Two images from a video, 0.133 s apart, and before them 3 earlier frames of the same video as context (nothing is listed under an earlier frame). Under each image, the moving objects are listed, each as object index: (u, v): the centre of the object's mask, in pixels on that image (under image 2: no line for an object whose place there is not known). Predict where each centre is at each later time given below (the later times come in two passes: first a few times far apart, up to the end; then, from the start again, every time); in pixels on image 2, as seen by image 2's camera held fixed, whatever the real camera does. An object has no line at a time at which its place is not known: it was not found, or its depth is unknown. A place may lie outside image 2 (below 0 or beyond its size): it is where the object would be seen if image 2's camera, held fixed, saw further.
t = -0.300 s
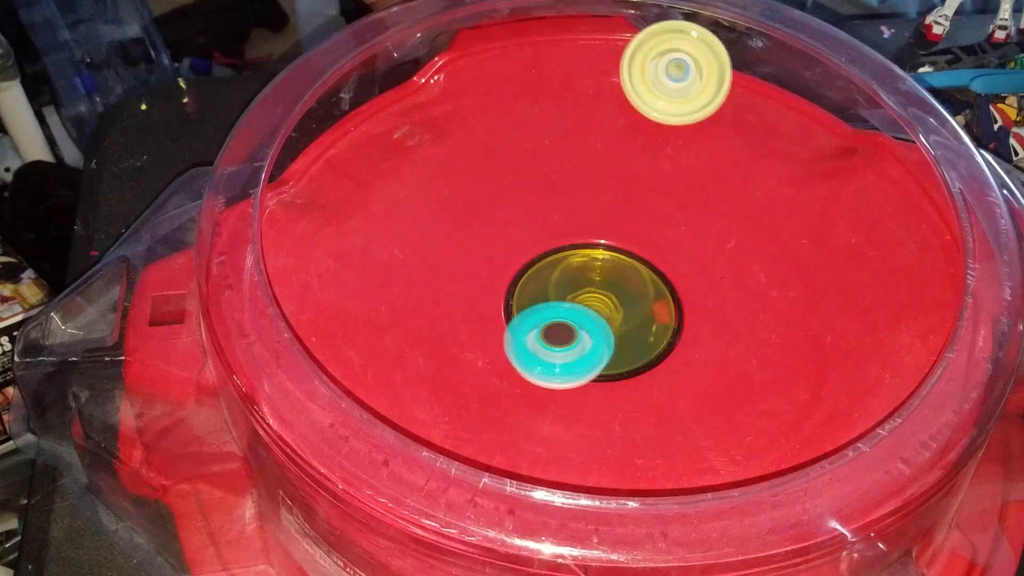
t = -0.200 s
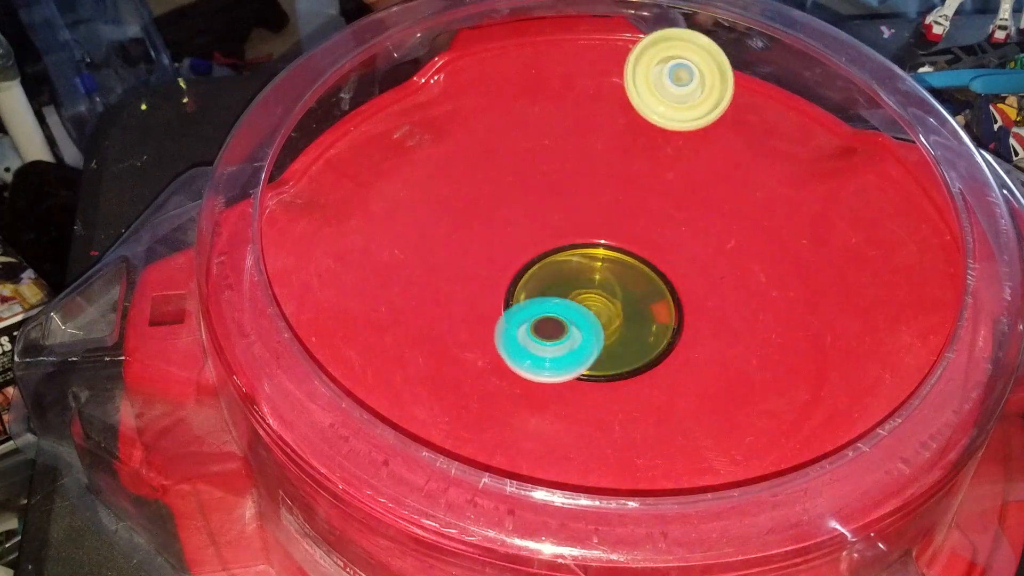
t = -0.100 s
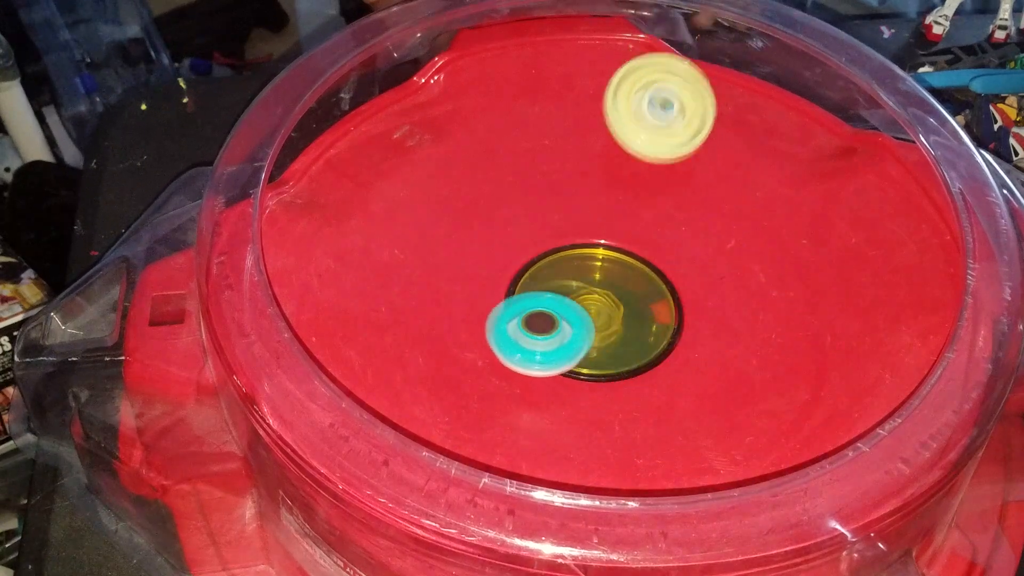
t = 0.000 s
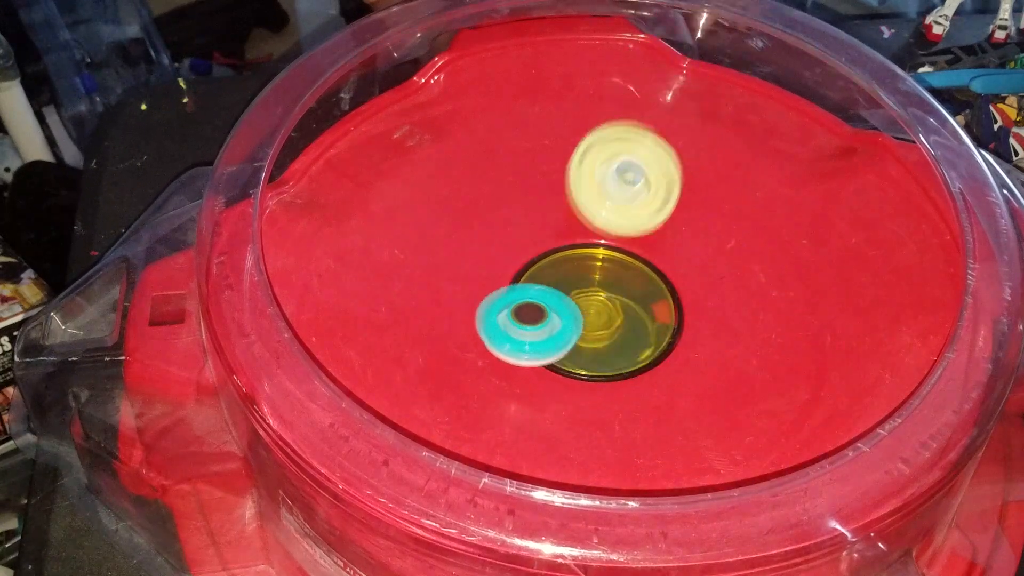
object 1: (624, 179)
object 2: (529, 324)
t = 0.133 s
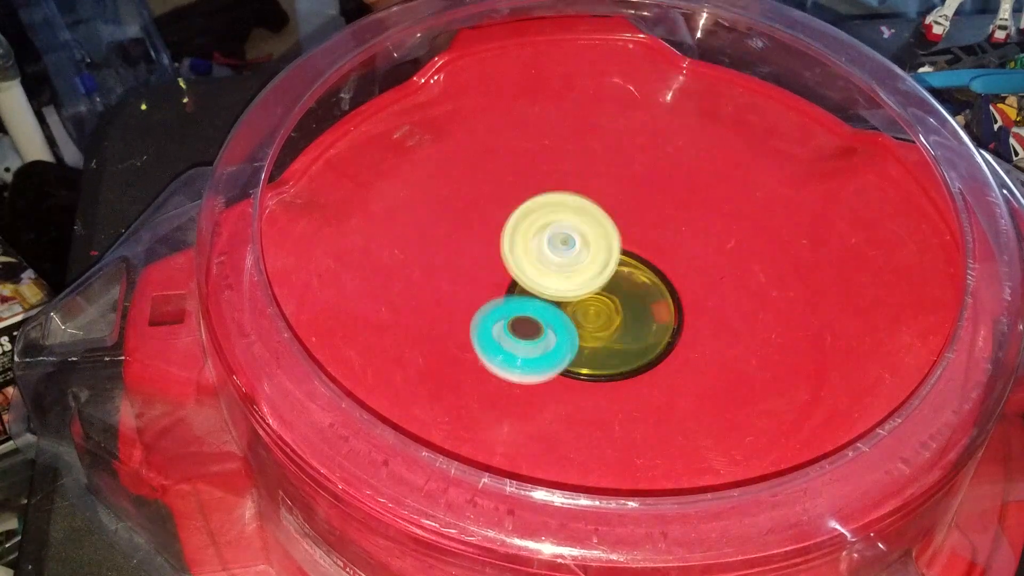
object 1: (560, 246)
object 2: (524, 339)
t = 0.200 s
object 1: (530, 254)
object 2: (522, 352)
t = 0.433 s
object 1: (526, 279)
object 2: (580, 376)
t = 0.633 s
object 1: (584, 294)
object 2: (674, 385)
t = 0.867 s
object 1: (609, 293)
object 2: (773, 362)
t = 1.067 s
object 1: (617, 286)
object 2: (759, 307)
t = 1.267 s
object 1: (592, 276)
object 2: (712, 271)
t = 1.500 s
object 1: (595, 305)
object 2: (669, 241)
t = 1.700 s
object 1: (651, 330)
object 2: (551, 242)
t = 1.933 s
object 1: (650, 251)
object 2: (507, 337)
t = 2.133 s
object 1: (548, 264)
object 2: (545, 383)
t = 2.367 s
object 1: (633, 309)
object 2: (628, 412)
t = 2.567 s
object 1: (603, 238)
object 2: (677, 377)
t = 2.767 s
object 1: (551, 299)
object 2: (676, 325)
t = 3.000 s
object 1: (589, 324)
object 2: (683, 271)
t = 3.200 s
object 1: (607, 341)
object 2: (636, 228)
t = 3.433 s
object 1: (649, 328)
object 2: (562, 226)
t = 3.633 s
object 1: (629, 248)
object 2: (520, 258)
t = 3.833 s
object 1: (594, 263)
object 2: (469, 342)
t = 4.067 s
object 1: (589, 275)
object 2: (485, 390)
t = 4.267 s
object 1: (602, 294)
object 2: (545, 400)
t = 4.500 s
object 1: (612, 253)
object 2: (598, 356)
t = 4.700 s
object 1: (540, 250)
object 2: (657, 327)
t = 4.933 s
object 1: (541, 314)
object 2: (639, 235)
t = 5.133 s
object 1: (655, 301)
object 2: (592, 223)
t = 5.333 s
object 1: (617, 256)
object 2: (499, 190)
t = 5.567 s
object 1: (579, 276)
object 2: (474, 224)
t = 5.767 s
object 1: (617, 279)
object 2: (500, 269)
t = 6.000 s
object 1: (550, 269)
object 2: (436, 325)
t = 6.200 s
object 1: (601, 309)
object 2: (434, 345)
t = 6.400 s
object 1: (603, 257)
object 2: (430, 351)
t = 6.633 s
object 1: (576, 322)
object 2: (430, 331)
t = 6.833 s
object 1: (651, 282)
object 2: (474, 307)
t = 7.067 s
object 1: (552, 271)
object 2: (434, 317)
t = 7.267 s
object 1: (616, 310)
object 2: (473, 343)
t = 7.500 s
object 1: (589, 241)
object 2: (536, 361)
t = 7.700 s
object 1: (578, 292)
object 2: (593, 435)
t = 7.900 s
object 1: (609, 294)
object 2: (647, 455)
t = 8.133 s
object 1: (601, 270)
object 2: (646, 438)
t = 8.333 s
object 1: (600, 297)
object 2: (613, 418)
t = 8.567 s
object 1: (616, 261)
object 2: (600, 383)
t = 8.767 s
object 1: (569, 272)
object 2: (626, 363)
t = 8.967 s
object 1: (573, 284)
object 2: (696, 396)
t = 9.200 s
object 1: (606, 315)
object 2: (727, 381)
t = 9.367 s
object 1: (648, 313)
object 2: (740, 359)
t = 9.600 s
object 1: (640, 280)
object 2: (728, 326)
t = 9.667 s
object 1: (638, 281)
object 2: (729, 317)
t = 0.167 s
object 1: (547, 250)
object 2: (523, 346)
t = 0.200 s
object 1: (530, 254)
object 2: (522, 352)
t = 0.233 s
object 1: (519, 252)
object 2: (522, 361)
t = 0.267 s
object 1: (519, 252)
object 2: (527, 367)
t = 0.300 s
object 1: (522, 255)
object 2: (535, 372)
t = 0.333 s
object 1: (525, 261)
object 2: (545, 373)
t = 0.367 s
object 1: (526, 269)
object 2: (555, 372)
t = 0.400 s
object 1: (526, 278)
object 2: (565, 370)
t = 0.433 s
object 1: (526, 279)
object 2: (580, 376)
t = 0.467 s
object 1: (536, 282)
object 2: (594, 376)
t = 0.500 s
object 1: (547, 287)
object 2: (606, 374)
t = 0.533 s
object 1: (553, 290)
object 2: (620, 374)
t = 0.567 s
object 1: (560, 294)
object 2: (633, 371)
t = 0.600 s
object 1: (571, 297)
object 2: (652, 379)
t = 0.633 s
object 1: (584, 294)
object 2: (674, 385)
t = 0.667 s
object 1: (590, 292)
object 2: (697, 388)
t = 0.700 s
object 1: (594, 292)
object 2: (717, 387)
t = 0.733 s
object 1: (597, 294)
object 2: (731, 384)
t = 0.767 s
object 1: (599, 296)
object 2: (744, 380)
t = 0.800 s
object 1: (603, 292)
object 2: (755, 375)
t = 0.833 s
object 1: (607, 292)
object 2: (765, 369)
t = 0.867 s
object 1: (609, 293)
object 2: (773, 362)
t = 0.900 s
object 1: (610, 291)
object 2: (778, 353)
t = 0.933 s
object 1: (612, 290)
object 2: (780, 343)
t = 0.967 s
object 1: (611, 290)
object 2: (778, 334)
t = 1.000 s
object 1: (612, 291)
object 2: (774, 325)
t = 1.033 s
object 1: (614, 289)
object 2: (768, 315)
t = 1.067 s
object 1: (617, 286)
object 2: (759, 307)
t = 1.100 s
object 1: (616, 282)
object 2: (748, 300)
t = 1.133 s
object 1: (614, 279)
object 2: (737, 294)
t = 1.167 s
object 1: (609, 276)
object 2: (727, 288)
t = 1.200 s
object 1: (595, 274)
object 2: (726, 283)
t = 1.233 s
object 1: (588, 274)
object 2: (717, 277)
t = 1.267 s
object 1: (592, 276)
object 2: (712, 271)
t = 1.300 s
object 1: (584, 279)
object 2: (719, 266)
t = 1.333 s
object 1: (590, 274)
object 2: (717, 261)
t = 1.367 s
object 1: (589, 273)
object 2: (711, 254)
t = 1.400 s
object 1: (586, 276)
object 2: (702, 249)
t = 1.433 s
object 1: (584, 285)
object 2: (691, 244)
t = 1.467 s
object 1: (588, 295)
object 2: (680, 242)
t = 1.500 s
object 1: (595, 305)
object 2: (669, 241)
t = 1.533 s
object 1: (600, 312)
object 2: (656, 240)
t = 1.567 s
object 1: (608, 319)
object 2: (644, 237)
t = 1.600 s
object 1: (620, 326)
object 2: (627, 233)
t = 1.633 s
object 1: (631, 328)
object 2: (604, 231)
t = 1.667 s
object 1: (642, 331)
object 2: (578, 234)
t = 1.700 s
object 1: (651, 330)
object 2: (551, 242)
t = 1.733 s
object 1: (658, 326)
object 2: (526, 257)
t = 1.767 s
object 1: (662, 317)
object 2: (507, 275)
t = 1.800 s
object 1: (670, 308)
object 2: (503, 293)
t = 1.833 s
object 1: (670, 293)
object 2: (505, 307)
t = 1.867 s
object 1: (671, 280)
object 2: (506, 319)
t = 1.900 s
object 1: (662, 265)
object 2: (506, 328)
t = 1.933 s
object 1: (650, 251)
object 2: (507, 337)
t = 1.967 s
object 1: (632, 241)
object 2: (510, 346)
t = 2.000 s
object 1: (611, 235)
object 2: (515, 354)
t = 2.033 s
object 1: (591, 235)
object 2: (520, 362)
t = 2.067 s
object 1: (572, 240)
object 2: (527, 370)
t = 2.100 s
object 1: (557, 250)
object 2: (535, 377)
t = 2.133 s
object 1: (548, 264)
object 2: (545, 383)
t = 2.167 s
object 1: (544, 280)
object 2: (555, 388)
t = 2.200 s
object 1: (551, 296)
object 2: (567, 392)
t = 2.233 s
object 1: (561, 305)
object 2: (579, 401)
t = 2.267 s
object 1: (579, 310)
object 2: (591, 406)
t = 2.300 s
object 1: (598, 314)
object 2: (603, 410)
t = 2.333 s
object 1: (616, 316)
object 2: (615, 412)
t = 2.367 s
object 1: (633, 309)
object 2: (628, 412)
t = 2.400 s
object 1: (646, 298)
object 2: (639, 411)
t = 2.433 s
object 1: (652, 284)
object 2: (651, 407)
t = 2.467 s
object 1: (649, 267)
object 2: (660, 402)
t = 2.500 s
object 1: (638, 253)
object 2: (667, 395)
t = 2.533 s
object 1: (623, 243)
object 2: (673, 386)
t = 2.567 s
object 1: (603, 238)
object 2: (677, 377)
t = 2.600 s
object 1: (582, 238)
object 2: (679, 368)
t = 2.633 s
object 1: (563, 244)
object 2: (680, 358)
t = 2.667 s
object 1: (549, 255)
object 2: (680, 349)
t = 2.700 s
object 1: (541, 269)
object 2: (678, 339)
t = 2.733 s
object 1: (544, 285)
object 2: (675, 330)
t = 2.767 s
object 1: (551, 299)
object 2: (676, 325)
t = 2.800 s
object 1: (563, 312)
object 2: (681, 325)
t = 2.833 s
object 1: (570, 312)
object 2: (693, 316)
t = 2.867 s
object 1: (574, 310)
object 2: (698, 307)
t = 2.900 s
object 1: (577, 312)
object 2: (698, 297)
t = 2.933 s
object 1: (582, 316)
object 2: (696, 288)
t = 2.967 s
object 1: (585, 320)
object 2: (689, 280)
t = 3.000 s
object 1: (589, 324)
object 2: (683, 271)
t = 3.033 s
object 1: (592, 326)
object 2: (677, 263)
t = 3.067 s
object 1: (595, 330)
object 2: (670, 254)
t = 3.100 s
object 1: (598, 332)
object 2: (663, 246)
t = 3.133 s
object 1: (601, 335)
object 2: (655, 239)
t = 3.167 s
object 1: (604, 338)
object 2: (648, 233)
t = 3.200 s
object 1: (607, 341)
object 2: (636, 228)
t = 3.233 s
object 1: (611, 345)
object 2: (626, 225)
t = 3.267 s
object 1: (616, 348)
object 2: (614, 223)
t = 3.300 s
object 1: (621, 350)
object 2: (603, 221)
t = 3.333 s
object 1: (625, 345)
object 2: (593, 220)
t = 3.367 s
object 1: (631, 342)
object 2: (582, 221)
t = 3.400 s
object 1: (640, 337)
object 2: (572, 224)
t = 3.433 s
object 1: (649, 328)
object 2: (562, 226)
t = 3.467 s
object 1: (659, 315)
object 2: (553, 229)
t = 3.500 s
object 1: (667, 303)
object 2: (545, 232)
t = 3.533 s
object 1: (664, 285)
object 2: (538, 236)
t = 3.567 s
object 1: (659, 270)
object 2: (531, 243)
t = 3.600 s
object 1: (649, 256)
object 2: (524, 249)
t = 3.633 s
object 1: (629, 248)
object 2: (520, 258)
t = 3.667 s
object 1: (614, 242)
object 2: (514, 273)
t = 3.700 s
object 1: (598, 247)
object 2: (504, 290)
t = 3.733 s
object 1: (595, 252)
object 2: (490, 307)
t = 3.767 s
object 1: (595, 256)
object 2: (477, 323)
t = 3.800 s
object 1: (594, 260)
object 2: (472, 334)
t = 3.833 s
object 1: (594, 263)
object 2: (469, 342)
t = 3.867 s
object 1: (593, 265)
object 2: (468, 349)
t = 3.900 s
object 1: (594, 267)
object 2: (469, 356)
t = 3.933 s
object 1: (594, 268)
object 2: (470, 363)
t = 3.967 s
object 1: (591, 270)
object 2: (472, 370)
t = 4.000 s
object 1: (590, 271)
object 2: (475, 377)
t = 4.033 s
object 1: (590, 274)
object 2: (479, 383)
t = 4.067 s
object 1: (589, 275)
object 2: (485, 390)
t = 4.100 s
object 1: (589, 277)
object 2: (492, 396)
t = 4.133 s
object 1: (588, 280)
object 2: (501, 400)
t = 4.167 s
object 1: (586, 283)
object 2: (511, 403)
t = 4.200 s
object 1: (587, 287)
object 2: (523, 404)
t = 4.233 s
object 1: (593, 291)
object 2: (534, 403)
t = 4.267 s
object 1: (602, 294)
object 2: (545, 400)
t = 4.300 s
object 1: (612, 292)
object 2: (555, 395)
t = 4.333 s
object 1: (618, 287)
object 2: (564, 389)
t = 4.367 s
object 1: (623, 281)
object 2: (572, 383)
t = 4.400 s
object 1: (625, 274)
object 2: (579, 377)
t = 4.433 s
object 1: (622, 267)
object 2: (586, 370)
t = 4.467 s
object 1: (618, 260)
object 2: (592, 363)
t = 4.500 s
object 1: (612, 253)
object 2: (598, 356)
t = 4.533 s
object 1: (604, 247)
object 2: (602, 354)
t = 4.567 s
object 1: (595, 244)
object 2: (602, 352)
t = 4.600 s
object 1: (582, 241)
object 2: (608, 349)
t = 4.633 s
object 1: (568, 241)
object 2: (620, 346)
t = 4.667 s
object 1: (554, 244)
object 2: (637, 338)
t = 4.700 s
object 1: (540, 250)
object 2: (657, 327)
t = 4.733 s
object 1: (531, 258)
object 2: (675, 310)
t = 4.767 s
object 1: (523, 268)
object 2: (686, 287)
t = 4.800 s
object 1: (517, 279)
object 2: (688, 266)
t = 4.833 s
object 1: (516, 288)
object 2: (679, 249)
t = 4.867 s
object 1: (520, 297)
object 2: (667, 240)
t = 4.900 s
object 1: (530, 305)
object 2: (652, 237)
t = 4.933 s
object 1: (541, 314)
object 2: (639, 235)
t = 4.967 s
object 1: (558, 321)
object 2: (628, 229)
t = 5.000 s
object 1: (577, 328)
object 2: (621, 225)
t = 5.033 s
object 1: (601, 331)
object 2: (612, 224)
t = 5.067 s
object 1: (623, 325)
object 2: (605, 224)
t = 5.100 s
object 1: (642, 316)
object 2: (599, 222)
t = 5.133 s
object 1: (655, 301)
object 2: (592, 223)
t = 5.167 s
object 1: (658, 282)
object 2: (583, 223)
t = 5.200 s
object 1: (655, 271)
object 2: (567, 217)
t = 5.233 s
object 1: (639, 268)
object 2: (542, 204)
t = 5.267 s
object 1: (629, 266)
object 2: (521, 194)
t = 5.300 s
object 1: (623, 261)
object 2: (507, 190)
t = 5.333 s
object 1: (617, 256)
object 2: (499, 190)
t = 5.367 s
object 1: (609, 255)
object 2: (492, 191)
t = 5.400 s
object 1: (599, 254)
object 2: (486, 194)
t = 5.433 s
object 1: (591, 256)
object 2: (480, 197)
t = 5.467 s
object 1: (584, 260)
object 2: (476, 203)
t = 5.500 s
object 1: (580, 265)
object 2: (474, 209)
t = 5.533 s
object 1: (579, 272)
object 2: (473, 216)
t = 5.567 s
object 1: (579, 276)
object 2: (474, 224)
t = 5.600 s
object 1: (582, 281)
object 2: (476, 232)
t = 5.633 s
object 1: (588, 285)
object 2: (479, 239)
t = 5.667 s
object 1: (594, 287)
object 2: (483, 247)
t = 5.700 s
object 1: (601, 288)
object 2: (488, 255)
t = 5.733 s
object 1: (610, 287)
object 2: (494, 262)
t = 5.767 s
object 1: (617, 279)
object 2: (500, 269)
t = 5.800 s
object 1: (621, 271)
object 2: (506, 278)
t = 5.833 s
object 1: (618, 259)
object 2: (508, 284)
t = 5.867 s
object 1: (603, 253)
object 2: (505, 289)
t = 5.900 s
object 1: (581, 259)
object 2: (481, 296)
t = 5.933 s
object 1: (562, 264)
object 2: (459, 315)
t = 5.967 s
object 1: (554, 267)
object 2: (444, 321)
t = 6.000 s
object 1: (550, 269)
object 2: (436, 325)
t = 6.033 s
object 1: (552, 278)
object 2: (434, 328)
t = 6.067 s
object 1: (557, 290)
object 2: (435, 332)
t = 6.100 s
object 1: (563, 301)
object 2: (435, 336)
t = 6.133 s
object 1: (573, 306)
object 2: (434, 339)
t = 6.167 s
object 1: (586, 310)
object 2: (434, 342)
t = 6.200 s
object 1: (601, 309)
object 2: (434, 345)
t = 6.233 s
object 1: (615, 305)
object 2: (434, 346)
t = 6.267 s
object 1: (625, 297)
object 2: (434, 348)
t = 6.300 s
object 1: (629, 285)
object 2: (433, 350)
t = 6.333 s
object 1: (626, 274)
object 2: (433, 351)
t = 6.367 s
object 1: (617, 263)
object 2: (432, 351)
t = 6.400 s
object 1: (603, 257)
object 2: (430, 351)
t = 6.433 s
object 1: (587, 255)
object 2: (428, 350)
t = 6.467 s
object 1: (571, 257)
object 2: (425, 349)
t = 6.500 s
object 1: (557, 267)
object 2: (422, 347)
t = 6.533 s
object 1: (549, 279)
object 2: (421, 344)
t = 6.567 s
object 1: (549, 296)
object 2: (422, 340)
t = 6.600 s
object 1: (559, 311)
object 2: (425, 336)
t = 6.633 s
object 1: (576, 322)
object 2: (430, 331)
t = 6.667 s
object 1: (595, 328)
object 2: (436, 327)
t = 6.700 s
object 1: (616, 327)
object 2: (443, 323)
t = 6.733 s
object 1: (632, 322)
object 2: (450, 318)
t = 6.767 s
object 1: (645, 309)
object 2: (458, 314)
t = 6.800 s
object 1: (653, 297)
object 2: (466, 310)
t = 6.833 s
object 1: (651, 282)
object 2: (474, 307)
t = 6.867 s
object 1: (647, 268)
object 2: (483, 303)
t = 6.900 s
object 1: (630, 254)
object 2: (491, 300)
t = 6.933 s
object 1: (611, 246)
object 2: (500, 298)
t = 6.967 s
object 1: (589, 247)
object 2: (502, 297)
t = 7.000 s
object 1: (583, 248)
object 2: (471, 305)
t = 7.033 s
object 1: (568, 262)
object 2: (447, 311)
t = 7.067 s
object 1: (552, 271)
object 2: (434, 317)
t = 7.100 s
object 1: (544, 281)
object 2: (432, 320)
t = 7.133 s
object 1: (555, 293)
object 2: (439, 325)
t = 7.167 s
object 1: (573, 302)
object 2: (447, 330)
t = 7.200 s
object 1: (587, 309)
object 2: (455, 335)
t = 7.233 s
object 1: (601, 312)
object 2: (464, 339)
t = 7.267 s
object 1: (616, 310)
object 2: (473, 343)
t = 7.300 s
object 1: (630, 302)
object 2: (482, 346)
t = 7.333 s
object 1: (639, 292)
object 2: (491, 349)
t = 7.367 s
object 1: (642, 276)
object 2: (500, 352)
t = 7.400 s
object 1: (637, 263)
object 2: (509, 355)
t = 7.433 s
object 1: (624, 251)
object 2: (518, 357)
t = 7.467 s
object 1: (608, 244)
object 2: (527, 359)
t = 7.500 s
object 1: (589, 241)
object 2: (536, 361)
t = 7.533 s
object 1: (568, 244)
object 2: (545, 363)
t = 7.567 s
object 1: (550, 255)
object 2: (554, 365)
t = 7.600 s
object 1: (539, 271)
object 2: (563, 367)
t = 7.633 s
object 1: (540, 285)
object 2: (572, 377)
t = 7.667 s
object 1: (563, 289)
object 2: (581, 410)
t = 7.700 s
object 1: (578, 292)
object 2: (593, 435)
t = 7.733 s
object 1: (587, 297)
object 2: (605, 447)
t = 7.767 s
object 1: (593, 301)
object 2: (617, 453)
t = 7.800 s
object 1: (598, 301)
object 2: (628, 455)
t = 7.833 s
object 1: (603, 300)
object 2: (638, 456)
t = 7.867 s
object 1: (606, 297)
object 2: (643, 456)
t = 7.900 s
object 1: (609, 294)
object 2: (647, 455)
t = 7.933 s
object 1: (610, 289)
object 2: (649, 455)
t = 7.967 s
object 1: (611, 287)
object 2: (651, 453)
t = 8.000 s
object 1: (611, 284)
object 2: (651, 451)
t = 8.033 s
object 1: (612, 280)
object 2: (651, 448)
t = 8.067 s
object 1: (610, 276)
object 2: (650, 445)
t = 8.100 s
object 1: (607, 273)
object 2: (649, 441)
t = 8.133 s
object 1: (601, 270)
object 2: (646, 438)
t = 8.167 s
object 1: (594, 270)
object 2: (642, 434)
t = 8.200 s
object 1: (587, 273)
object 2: (637, 431)
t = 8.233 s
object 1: (583, 281)
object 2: (630, 428)
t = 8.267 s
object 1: (585, 287)
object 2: (624, 425)
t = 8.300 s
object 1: (591, 293)
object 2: (618, 422)
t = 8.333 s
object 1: (600, 297)
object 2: (613, 418)
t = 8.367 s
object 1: (610, 298)
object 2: (609, 414)
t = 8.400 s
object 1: (619, 294)
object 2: (605, 409)
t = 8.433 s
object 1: (625, 290)
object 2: (602, 404)
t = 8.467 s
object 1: (628, 283)
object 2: (601, 398)
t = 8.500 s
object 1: (629, 276)
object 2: (600, 393)
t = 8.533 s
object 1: (625, 268)
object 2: (599, 388)
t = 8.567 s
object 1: (616, 261)
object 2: (600, 383)
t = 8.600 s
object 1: (605, 257)
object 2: (601, 378)
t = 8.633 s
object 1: (593, 258)
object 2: (602, 373)
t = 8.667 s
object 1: (584, 259)
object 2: (605, 369)
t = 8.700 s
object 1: (576, 266)
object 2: (607, 364)
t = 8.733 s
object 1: (572, 273)
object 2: (611, 360)
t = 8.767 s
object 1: (569, 272)
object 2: (626, 363)
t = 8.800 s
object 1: (580, 275)
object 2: (643, 376)
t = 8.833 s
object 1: (583, 279)
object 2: (655, 402)
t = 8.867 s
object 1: (584, 278)
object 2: (671, 394)
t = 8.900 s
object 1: (579, 279)
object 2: (682, 396)
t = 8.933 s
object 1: (577, 281)
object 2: (690, 396)
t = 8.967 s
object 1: (573, 284)
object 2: (696, 396)
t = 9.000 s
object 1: (573, 290)
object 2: (699, 394)
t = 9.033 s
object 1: (573, 296)
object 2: (703, 392)
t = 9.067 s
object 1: (577, 300)
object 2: (708, 389)
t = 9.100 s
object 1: (581, 304)
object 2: (713, 387)
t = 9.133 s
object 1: (588, 309)
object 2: (717, 385)
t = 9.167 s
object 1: (596, 311)
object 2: (723, 383)
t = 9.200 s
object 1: (606, 315)
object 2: (727, 381)
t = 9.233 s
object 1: (614, 313)
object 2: (732, 379)
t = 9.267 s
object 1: (622, 315)
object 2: (737, 376)
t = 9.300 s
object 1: (630, 315)
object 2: (741, 373)
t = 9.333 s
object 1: (640, 322)
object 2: (743, 364)
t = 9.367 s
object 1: (648, 313)
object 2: (740, 359)
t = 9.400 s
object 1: (654, 304)
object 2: (737, 354)
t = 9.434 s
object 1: (658, 296)
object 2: (738, 350)
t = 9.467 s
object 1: (655, 293)
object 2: (737, 345)
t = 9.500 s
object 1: (652, 289)
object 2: (736, 340)
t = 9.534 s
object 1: (648, 286)
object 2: (734, 335)
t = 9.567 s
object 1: (644, 283)
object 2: (731, 330)
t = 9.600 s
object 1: (640, 280)
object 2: (728, 326)
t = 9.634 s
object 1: (639, 279)
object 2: (726, 321)
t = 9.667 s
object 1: (638, 281)
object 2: (729, 317)
